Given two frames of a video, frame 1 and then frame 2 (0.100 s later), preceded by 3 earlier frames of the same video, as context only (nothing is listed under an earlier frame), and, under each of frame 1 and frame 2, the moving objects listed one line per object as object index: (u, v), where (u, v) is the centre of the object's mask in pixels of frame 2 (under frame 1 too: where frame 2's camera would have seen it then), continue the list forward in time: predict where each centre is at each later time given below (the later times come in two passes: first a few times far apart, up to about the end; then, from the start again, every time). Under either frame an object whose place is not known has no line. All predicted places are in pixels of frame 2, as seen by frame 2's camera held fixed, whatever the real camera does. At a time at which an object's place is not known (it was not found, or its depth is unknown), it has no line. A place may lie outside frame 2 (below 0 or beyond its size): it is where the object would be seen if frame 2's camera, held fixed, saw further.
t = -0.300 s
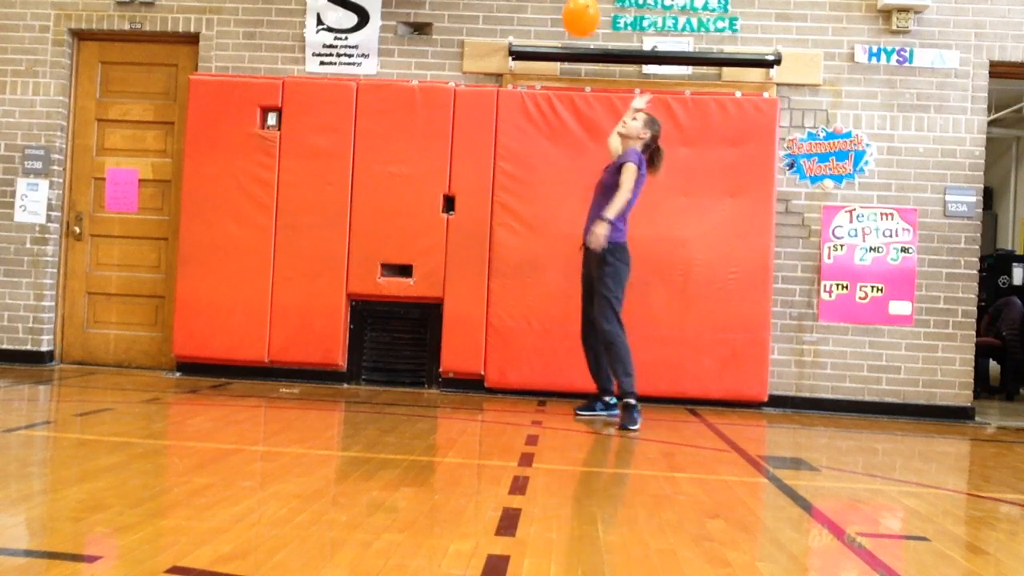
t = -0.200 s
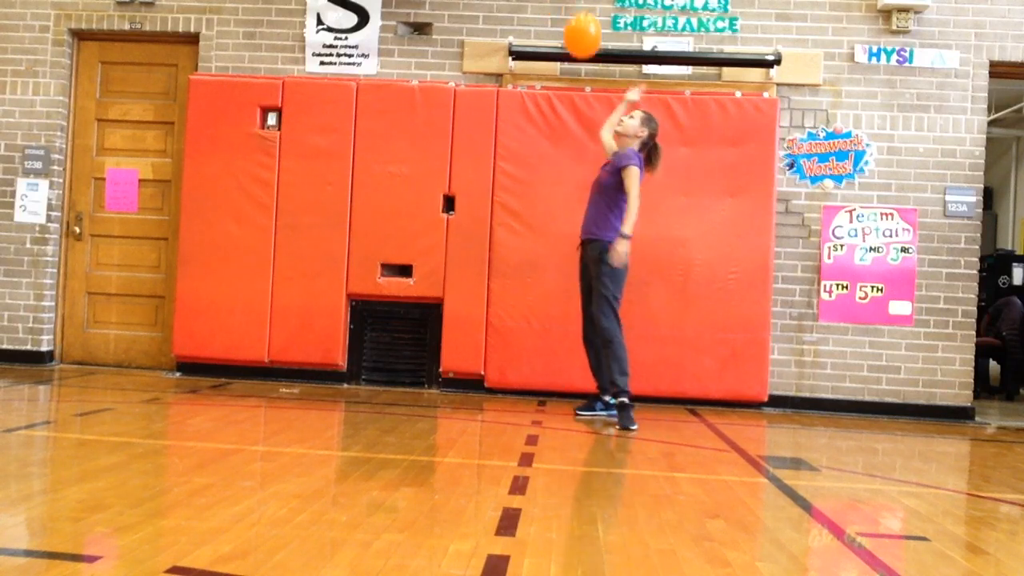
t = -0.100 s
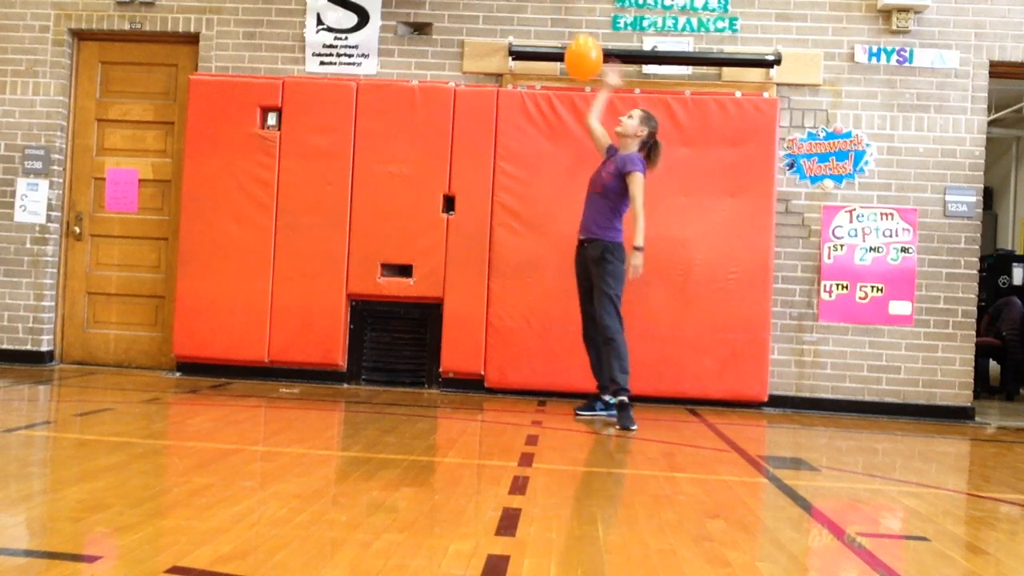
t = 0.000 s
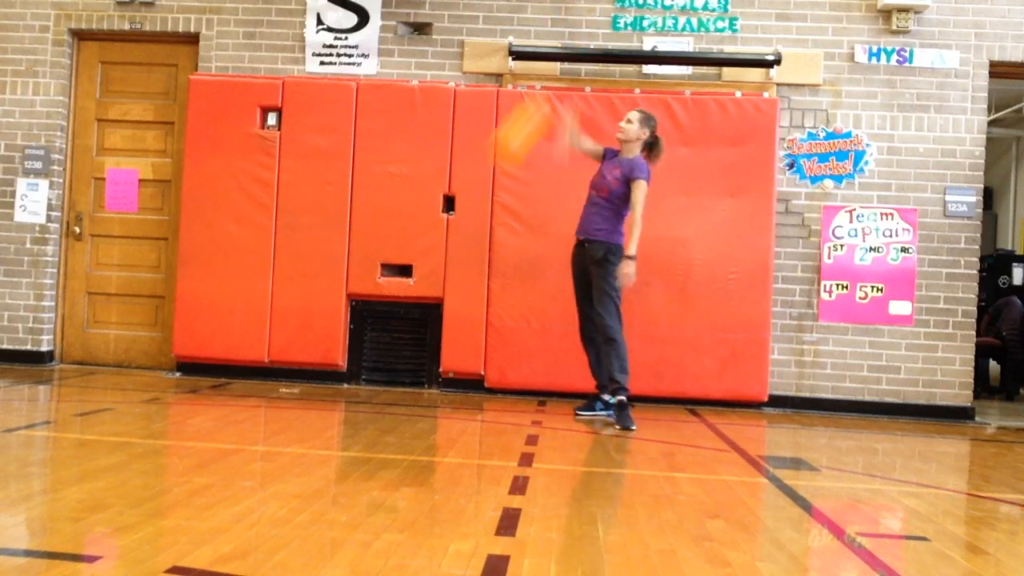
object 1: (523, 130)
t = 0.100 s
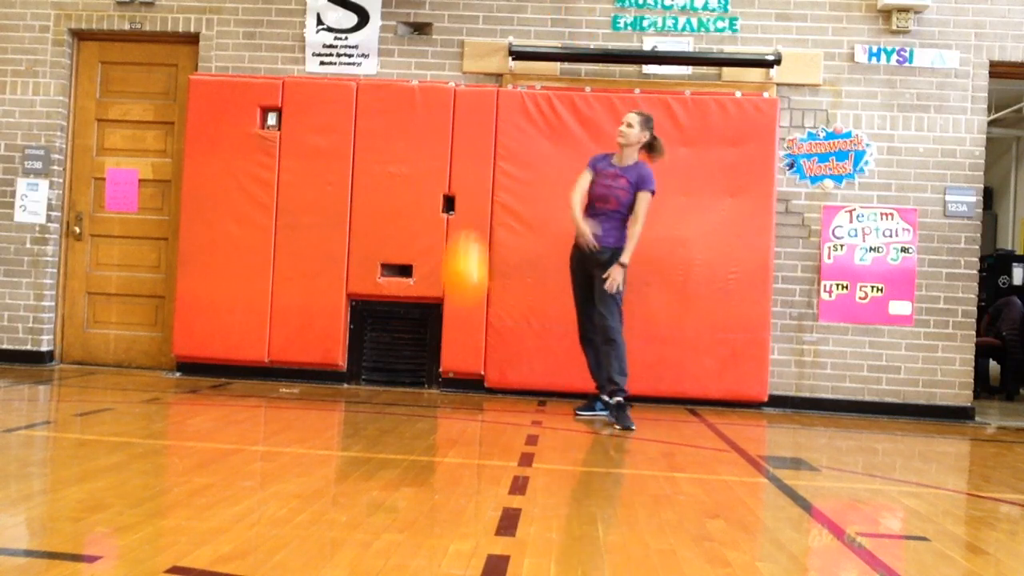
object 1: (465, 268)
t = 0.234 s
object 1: (484, 378)
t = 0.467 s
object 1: (535, 398)
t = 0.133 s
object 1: (466, 303)
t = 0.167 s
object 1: (469, 334)
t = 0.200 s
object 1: (477, 358)
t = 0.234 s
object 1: (484, 378)
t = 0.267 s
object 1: (492, 395)
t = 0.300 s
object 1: (500, 414)
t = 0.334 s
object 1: (506, 427)
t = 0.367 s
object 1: (514, 426)
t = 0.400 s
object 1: (522, 416)
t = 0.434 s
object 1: (529, 407)
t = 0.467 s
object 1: (535, 398)
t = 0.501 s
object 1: (540, 391)
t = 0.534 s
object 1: (545, 384)
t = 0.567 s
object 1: (550, 379)
